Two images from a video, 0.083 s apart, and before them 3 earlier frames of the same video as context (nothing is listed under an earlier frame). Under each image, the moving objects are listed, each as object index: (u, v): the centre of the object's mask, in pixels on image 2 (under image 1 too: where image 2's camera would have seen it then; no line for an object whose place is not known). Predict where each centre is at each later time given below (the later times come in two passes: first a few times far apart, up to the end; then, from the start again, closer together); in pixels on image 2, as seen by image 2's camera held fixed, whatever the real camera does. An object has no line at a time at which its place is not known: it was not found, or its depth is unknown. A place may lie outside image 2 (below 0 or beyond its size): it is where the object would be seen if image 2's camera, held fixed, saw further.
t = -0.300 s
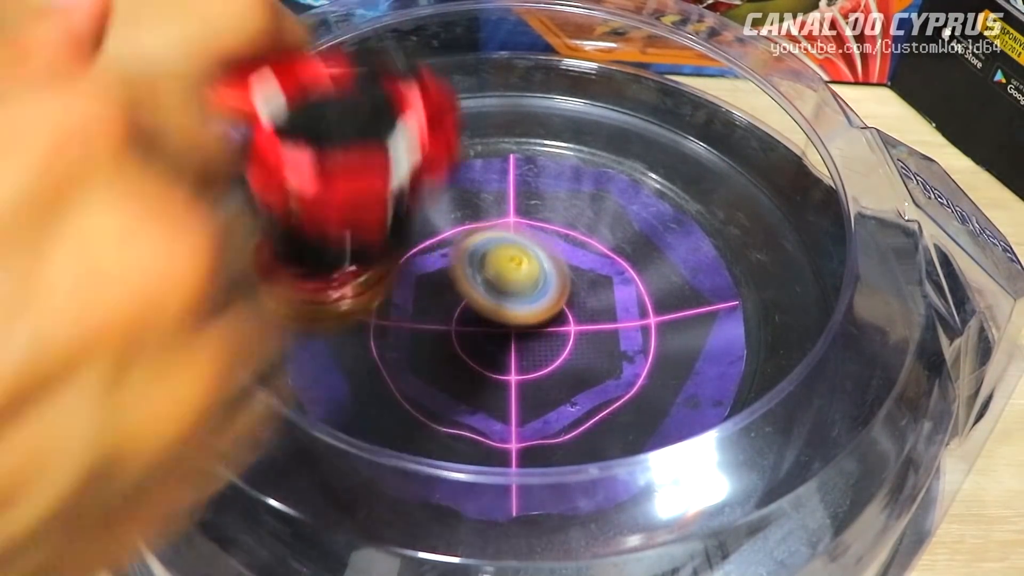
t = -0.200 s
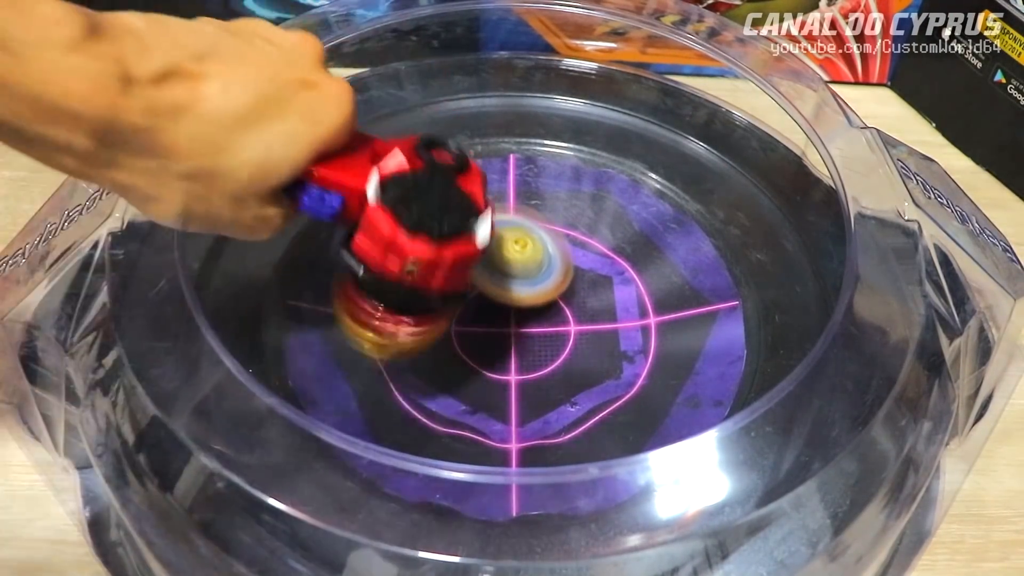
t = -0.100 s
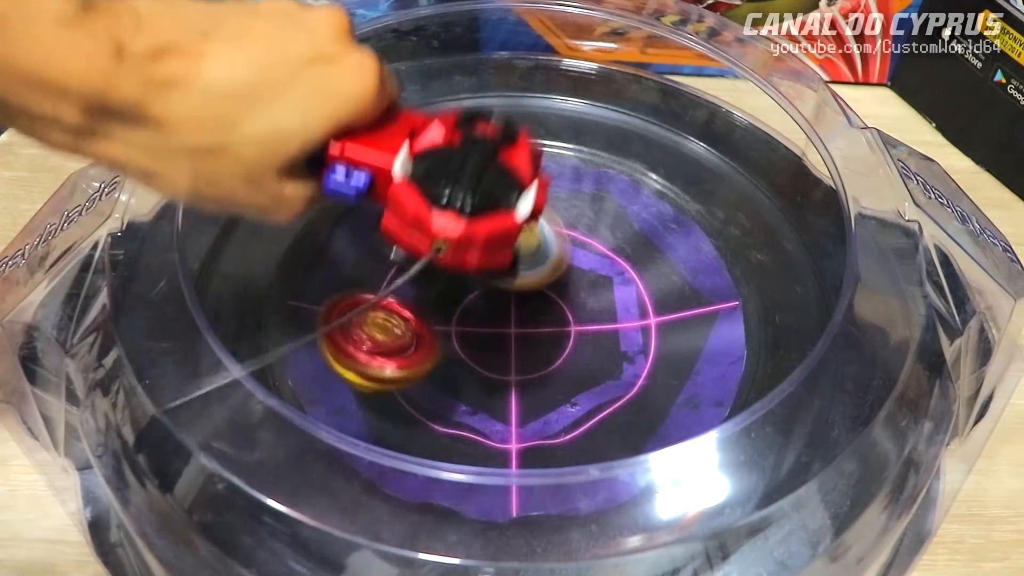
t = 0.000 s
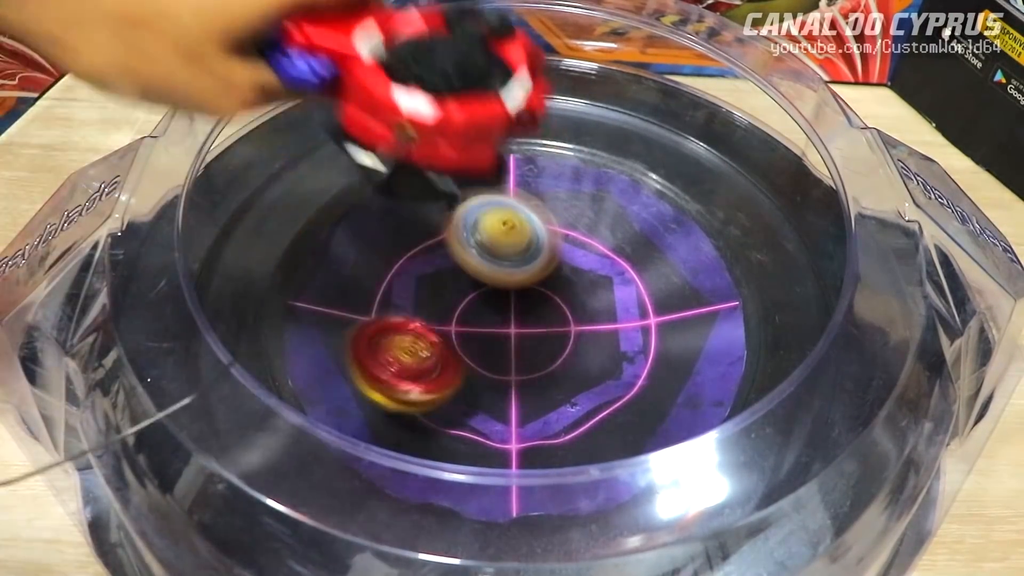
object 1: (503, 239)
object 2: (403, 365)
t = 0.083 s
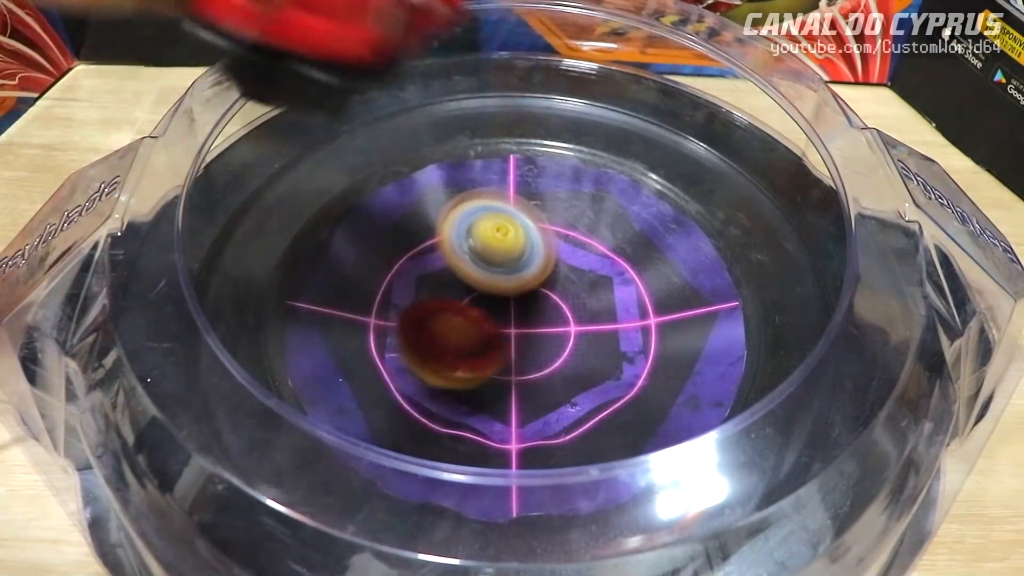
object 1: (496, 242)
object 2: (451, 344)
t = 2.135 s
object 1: (525, 305)
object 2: (648, 271)
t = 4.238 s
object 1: (522, 328)
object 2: (405, 361)
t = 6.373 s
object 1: (481, 307)
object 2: (614, 343)
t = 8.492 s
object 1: (488, 263)
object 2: (575, 345)
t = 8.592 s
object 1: (489, 266)
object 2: (593, 351)
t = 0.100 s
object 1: (496, 245)
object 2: (461, 340)
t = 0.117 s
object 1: (495, 245)
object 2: (472, 332)
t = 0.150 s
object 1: (499, 236)
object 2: (486, 322)
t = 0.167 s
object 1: (501, 235)
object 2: (493, 324)
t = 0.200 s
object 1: (506, 231)
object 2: (507, 340)
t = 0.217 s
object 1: (509, 231)
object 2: (514, 354)
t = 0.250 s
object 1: (513, 229)
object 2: (528, 362)
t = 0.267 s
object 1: (515, 228)
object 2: (535, 362)
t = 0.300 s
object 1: (519, 231)
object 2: (547, 352)
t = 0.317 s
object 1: (521, 232)
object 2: (553, 347)
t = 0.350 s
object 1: (524, 237)
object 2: (562, 334)
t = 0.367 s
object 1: (524, 237)
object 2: (565, 324)
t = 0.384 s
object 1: (524, 238)
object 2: (568, 319)
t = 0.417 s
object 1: (523, 226)
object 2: (585, 337)
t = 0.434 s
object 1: (520, 214)
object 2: (594, 342)
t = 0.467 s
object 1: (515, 198)
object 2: (609, 367)
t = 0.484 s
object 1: (512, 190)
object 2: (616, 386)
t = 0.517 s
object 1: (507, 180)
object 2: (624, 409)
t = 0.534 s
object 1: (504, 175)
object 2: (628, 410)
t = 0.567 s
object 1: (500, 170)
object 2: (630, 417)
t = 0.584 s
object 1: (498, 169)
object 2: (630, 418)
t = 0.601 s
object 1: (496, 168)
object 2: (631, 417)
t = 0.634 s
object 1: (493, 170)
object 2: (629, 416)
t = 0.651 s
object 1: (492, 173)
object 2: (628, 411)
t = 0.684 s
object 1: (490, 179)
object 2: (622, 407)
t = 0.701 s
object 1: (490, 184)
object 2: (617, 396)
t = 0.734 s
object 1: (489, 195)
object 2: (606, 380)
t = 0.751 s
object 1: (489, 202)
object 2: (599, 365)
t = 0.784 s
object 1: (490, 218)
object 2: (585, 342)
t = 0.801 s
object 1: (490, 228)
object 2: (577, 323)
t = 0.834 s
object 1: (488, 241)
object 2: (567, 307)
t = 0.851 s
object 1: (487, 230)
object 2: (576, 318)
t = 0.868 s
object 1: (484, 214)
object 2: (589, 337)
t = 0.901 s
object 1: (476, 194)
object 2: (612, 390)
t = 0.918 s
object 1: (472, 191)
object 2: (620, 409)
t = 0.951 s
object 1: (465, 195)
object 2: (633, 423)
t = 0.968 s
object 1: (463, 193)
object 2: (637, 430)
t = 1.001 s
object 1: (460, 188)
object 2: (642, 457)
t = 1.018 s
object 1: (459, 190)
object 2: (652, 512)
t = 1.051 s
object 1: (458, 194)
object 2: (707, 537)
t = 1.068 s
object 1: (458, 198)
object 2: (715, 538)
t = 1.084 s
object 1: (459, 202)
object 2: (726, 533)
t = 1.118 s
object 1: (462, 213)
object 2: (744, 519)
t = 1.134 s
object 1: (465, 220)
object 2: (748, 514)
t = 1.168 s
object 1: (473, 235)
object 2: (765, 475)
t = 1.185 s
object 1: (477, 243)
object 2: (761, 450)
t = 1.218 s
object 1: (488, 262)
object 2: (766, 424)
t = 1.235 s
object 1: (495, 272)
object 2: (769, 412)
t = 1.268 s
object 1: (508, 289)
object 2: (779, 390)
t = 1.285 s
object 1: (516, 298)
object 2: (784, 381)
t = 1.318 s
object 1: (530, 311)
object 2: (796, 366)
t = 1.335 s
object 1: (537, 316)
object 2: (801, 359)
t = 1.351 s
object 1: (544, 320)
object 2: (806, 355)
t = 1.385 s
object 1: (553, 326)
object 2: (816, 349)
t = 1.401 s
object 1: (557, 328)
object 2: (821, 347)
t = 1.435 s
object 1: (562, 329)
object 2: (829, 345)
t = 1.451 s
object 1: (563, 329)
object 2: (832, 345)
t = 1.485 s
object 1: (563, 327)
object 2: (836, 343)
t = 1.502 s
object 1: (562, 326)
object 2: (835, 339)
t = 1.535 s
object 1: (559, 323)
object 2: (832, 330)
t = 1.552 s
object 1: (556, 322)
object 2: (830, 327)
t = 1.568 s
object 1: (553, 320)
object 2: (830, 325)
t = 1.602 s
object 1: (545, 317)
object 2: (830, 323)
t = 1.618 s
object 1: (541, 316)
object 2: (830, 323)
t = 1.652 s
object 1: (532, 313)
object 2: (830, 323)
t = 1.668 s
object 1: (527, 312)
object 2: (831, 324)
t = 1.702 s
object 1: (518, 310)
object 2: (830, 325)
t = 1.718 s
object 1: (513, 308)
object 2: (829, 326)
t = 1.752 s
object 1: (505, 306)
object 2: (828, 327)
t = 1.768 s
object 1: (501, 305)
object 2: (826, 327)
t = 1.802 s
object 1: (494, 304)
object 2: (820, 327)
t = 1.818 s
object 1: (491, 304)
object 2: (817, 326)
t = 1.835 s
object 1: (489, 303)
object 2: (813, 325)
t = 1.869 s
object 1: (486, 303)
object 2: (804, 323)
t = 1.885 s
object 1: (485, 303)
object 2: (798, 321)
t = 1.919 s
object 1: (485, 304)
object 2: (784, 316)
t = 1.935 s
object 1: (486, 304)
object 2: (781, 315)
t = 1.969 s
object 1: (489, 304)
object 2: (774, 313)
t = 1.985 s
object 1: (491, 305)
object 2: (769, 311)
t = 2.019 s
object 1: (498, 306)
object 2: (751, 306)
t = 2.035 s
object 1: (502, 306)
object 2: (740, 303)
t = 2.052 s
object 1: (506, 307)
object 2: (727, 298)
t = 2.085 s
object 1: (514, 307)
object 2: (698, 288)
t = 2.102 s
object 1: (519, 306)
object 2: (682, 283)
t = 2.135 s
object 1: (525, 305)
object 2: (648, 271)
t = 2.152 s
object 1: (519, 305)
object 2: (644, 259)
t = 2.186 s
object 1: (486, 302)
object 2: (676, 232)
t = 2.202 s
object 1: (471, 300)
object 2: (692, 224)
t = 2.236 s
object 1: (442, 294)
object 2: (714, 210)
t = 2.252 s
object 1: (428, 291)
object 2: (721, 198)
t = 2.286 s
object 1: (408, 286)
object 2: (731, 186)
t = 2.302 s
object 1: (399, 285)
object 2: (739, 180)
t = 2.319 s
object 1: (392, 283)
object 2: (744, 176)
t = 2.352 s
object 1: (381, 281)
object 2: (760, 170)
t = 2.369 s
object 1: (378, 281)
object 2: (768, 166)
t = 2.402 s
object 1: (375, 281)
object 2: (772, 158)
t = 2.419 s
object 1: (376, 281)
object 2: (771, 155)
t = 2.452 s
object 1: (380, 285)
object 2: (761, 159)
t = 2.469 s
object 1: (385, 287)
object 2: (752, 160)
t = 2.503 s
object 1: (397, 293)
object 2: (736, 160)
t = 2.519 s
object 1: (406, 297)
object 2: (730, 159)
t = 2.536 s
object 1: (414, 301)
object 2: (724, 160)
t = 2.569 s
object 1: (438, 309)
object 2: (716, 161)
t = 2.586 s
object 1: (451, 313)
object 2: (714, 161)
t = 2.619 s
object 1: (481, 321)
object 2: (712, 162)
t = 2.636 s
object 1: (495, 322)
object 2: (711, 163)
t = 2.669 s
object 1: (529, 322)
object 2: (712, 164)
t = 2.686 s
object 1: (545, 321)
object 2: (712, 165)
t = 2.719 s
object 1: (573, 317)
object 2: (713, 166)
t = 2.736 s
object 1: (587, 313)
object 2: (713, 168)
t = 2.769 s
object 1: (609, 303)
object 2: (715, 171)
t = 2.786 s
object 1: (617, 297)
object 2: (716, 172)
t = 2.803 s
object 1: (625, 292)
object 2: (716, 174)
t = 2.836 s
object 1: (636, 281)
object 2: (716, 178)
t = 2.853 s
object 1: (640, 277)
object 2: (714, 180)
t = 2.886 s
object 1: (644, 269)
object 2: (706, 186)
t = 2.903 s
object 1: (639, 268)
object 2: (704, 185)
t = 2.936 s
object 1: (619, 274)
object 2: (708, 174)
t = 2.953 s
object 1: (608, 279)
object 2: (708, 171)
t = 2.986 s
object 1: (583, 286)
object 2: (712, 166)
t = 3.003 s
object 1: (570, 292)
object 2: (714, 165)
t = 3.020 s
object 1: (556, 296)
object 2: (716, 164)
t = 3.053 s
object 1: (528, 304)
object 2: (720, 164)
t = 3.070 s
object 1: (516, 307)
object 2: (721, 164)
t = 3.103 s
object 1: (489, 311)
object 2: (725, 165)
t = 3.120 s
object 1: (478, 313)
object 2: (727, 165)
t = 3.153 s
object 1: (457, 311)
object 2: (730, 166)
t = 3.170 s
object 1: (447, 311)
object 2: (732, 167)
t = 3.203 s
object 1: (431, 309)
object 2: (735, 170)
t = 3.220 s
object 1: (424, 308)
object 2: (737, 170)
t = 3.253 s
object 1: (415, 306)
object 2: (739, 173)
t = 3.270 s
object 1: (412, 305)
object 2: (741, 175)
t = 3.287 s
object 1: (410, 305)
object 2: (742, 177)
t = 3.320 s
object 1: (411, 305)
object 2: (743, 181)
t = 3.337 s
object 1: (413, 304)
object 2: (743, 182)
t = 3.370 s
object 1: (421, 305)
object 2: (743, 187)
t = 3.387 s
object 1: (427, 306)
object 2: (743, 189)
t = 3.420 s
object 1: (441, 308)
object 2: (742, 193)
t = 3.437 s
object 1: (449, 309)
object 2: (741, 196)
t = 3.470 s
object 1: (470, 312)
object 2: (739, 201)
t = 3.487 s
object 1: (479, 314)
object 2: (737, 203)
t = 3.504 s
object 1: (490, 315)
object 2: (734, 205)
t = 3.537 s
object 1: (514, 316)
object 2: (721, 212)
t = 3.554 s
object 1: (526, 315)
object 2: (711, 214)
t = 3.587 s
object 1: (548, 315)
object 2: (690, 220)
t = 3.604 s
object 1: (558, 314)
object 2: (677, 222)
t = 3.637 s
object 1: (579, 309)
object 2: (647, 225)
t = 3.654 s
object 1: (579, 309)
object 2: (640, 219)
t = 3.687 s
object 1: (573, 313)
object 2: (634, 205)
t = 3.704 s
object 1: (568, 315)
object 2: (628, 198)
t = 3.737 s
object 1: (558, 319)
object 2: (612, 188)
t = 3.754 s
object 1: (552, 321)
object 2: (602, 184)
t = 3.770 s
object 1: (547, 322)
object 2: (591, 181)
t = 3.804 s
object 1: (534, 324)
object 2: (566, 177)
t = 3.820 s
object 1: (527, 325)
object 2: (552, 177)
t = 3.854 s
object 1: (513, 325)
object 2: (521, 181)
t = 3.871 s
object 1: (507, 325)
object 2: (505, 185)
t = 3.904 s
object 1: (495, 323)
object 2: (476, 198)
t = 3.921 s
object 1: (489, 322)
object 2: (462, 207)
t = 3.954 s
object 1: (480, 321)
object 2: (435, 225)
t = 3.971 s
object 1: (478, 325)
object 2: (421, 225)
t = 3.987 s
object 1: (476, 330)
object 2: (408, 226)
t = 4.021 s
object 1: (475, 336)
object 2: (385, 230)
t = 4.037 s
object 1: (475, 338)
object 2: (375, 233)
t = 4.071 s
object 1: (477, 340)
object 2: (361, 246)
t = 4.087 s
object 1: (479, 340)
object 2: (357, 254)
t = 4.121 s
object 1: (484, 340)
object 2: (353, 275)
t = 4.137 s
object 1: (487, 340)
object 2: (355, 287)
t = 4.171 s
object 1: (495, 337)
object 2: (366, 312)
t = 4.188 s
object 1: (501, 335)
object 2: (375, 325)
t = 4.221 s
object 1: (514, 331)
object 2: (397, 350)
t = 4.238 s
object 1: (522, 328)
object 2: (405, 361)
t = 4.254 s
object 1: (531, 325)
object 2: (417, 370)
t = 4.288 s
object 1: (549, 320)
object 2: (448, 385)
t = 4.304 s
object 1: (557, 317)
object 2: (466, 390)
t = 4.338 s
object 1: (575, 308)
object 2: (506, 395)
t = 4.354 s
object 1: (580, 305)
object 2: (526, 394)
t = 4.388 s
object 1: (591, 294)
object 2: (564, 386)
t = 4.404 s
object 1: (594, 288)
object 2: (580, 379)
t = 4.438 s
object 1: (595, 278)
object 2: (610, 361)
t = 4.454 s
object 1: (595, 274)
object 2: (625, 356)
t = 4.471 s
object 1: (593, 271)
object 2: (637, 350)
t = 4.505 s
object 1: (590, 265)
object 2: (657, 332)
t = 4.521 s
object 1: (588, 263)
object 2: (664, 322)
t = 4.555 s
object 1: (584, 255)
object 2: (681, 309)
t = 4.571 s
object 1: (581, 252)
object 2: (689, 308)
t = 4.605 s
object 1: (572, 245)
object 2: (696, 299)
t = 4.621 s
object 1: (567, 243)
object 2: (699, 294)
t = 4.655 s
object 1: (557, 242)
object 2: (699, 284)
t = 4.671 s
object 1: (551, 242)
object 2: (697, 278)
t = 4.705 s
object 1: (541, 244)
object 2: (688, 264)
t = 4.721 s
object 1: (536, 246)
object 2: (683, 257)
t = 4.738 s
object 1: (531, 249)
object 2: (676, 250)
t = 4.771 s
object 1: (522, 256)
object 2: (656, 238)
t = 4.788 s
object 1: (518, 260)
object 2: (645, 233)
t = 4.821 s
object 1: (510, 269)
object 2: (618, 226)
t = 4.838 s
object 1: (501, 276)
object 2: (612, 220)
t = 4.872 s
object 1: (480, 289)
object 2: (608, 212)
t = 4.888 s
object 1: (471, 295)
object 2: (604, 207)
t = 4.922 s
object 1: (458, 308)
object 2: (595, 204)
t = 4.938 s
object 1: (453, 314)
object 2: (589, 205)
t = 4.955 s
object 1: (450, 319)
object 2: (582, 206)
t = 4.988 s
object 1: (447, 328)
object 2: (568, 212)
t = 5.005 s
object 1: (448, 331)
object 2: (561, 215)
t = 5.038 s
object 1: (453, 336)
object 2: (544, 225)
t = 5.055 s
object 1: (458, 337)
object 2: (535, 231)
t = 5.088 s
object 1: (468, 340)
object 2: (519, 243)
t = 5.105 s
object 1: (472, 341)
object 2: (512, 248)
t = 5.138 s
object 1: (470, 352)
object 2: (513, 252)
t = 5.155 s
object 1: (469, 358)
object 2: (516, 253)
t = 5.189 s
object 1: (470, 366)
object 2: (522, 257)
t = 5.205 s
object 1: (473, 369)
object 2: (524, 260)
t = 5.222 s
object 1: (476, 371)
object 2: (526, 264)
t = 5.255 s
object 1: (482, 372)
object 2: (529, 274)
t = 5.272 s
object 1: (485, 372)
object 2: (531, 278)
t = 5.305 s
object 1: (486, 375)
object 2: (539, 285)
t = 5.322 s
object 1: (482, 379)
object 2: (547, 286)
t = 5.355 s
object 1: (476, 385)
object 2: (563, 284)
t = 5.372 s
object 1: (474, 386)
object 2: (571, 283)
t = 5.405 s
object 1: (472, 384)
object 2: (582, 281)
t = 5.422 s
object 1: (472, 382)
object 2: (587, 279)
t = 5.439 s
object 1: (472, 380)
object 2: (590, 277)
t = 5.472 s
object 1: (474, 373)
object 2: (594, 273)
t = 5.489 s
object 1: (475, 369)
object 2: (594, 270)
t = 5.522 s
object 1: (476, 360)
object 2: (591, 267)
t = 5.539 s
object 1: (477, 354)
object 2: (588, 266)
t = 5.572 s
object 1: (477, 343)
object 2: (578, 265)
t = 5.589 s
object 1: (477, 337)
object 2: (572, 265)
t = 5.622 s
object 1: (472, 328)
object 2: (565, 265)
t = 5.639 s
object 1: (464, 326)
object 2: (568, 261)
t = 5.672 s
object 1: (447, 320)
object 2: (574, 257)
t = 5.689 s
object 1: (440, 316)
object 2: (574, 256)
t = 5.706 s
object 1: (436, 311)
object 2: (572, 256)
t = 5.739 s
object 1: (431, 304)
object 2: (567, 259)
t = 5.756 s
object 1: (431, 300)
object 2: (563, 261)
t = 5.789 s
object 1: (432, 292)
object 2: (555, 267)
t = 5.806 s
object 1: (433, 288)
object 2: (550, 272)
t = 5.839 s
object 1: (434, 281)
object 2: (547, 280)
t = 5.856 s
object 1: (433, 277)
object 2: (547, 286)
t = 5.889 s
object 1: (435, 271)
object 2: (548, 296)
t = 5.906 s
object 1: (437, 269)
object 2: (548, 302)
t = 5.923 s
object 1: (441, 268)
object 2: (550, 307)
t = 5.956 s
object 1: (448, 266)
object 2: (551, 317)
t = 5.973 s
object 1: (451, 266)
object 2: (553, 321)
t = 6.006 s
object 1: (460, 267)
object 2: (557, 328)
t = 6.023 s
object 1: (464, 269)
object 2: (560, 331)
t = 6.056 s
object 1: (471, 273)
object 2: (566, 335)
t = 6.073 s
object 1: (474, 276)
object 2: (569, 336)
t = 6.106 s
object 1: (479, 282)
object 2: (573, 337)
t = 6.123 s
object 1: (479, 283)
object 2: (579, 340)
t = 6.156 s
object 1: (476, 282)
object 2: (597, 348)
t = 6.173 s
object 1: (475, 282)
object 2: (602, 351)
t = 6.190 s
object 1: (474, 282)
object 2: (608, 352)
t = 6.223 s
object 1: (474, 284)
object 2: (616, 354)
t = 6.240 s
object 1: (473, 285)
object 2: (620, 353)
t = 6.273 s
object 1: (474, 289)
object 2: (624, 352)
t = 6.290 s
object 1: (475, 292)
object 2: (623, 351)
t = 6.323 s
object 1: (476, 298)
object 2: (622, 348)
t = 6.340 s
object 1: (478, 300)
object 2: (620, 347)
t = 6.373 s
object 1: (481, 307)
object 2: (614, 343)
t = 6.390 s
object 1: (483, 309)
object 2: (611, 341)
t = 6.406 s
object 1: (485, 311)
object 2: (605, 339)
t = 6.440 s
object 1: (482, 312)
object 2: (610, 339)
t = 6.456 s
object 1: (480, 312)
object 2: (613, 339)
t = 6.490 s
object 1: (477, 310)
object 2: (617, 337)
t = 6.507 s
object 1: (476, 309)
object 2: (616, 335)
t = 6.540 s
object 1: (475, 307)
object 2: (613, 331)
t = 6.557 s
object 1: (475, 306)
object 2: (611, 330)
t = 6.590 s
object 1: (474, 305)
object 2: (604, 325)
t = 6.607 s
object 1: (475, 304)
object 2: (599, 324)
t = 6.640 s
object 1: (467, 300)
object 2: (604, 323)
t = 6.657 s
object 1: (456, 294)
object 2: (616, 326)
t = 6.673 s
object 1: (447, 288)
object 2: (626, 327)
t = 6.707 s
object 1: (435, 276)
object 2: (640, 328)
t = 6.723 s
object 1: (432, 271)
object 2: (645, 328)
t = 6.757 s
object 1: (430, 262)
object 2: (652, 327)
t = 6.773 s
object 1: (430, 259)
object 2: (653, 326)
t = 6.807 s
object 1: (432, 254)
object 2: (653, 323)
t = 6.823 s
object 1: (434, 252)
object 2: (651, 321)
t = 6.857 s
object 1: (440, 251)
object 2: (644, 318)
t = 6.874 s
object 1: (444, 251)
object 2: (639, 315)
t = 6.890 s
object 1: (447, 252)
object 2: (632, 314)
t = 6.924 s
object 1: (453, 256)
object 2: (618, 311)
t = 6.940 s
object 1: (457, 259)
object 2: (609, 309)
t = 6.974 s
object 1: (464, 267)
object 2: (591, 306)
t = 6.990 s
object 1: (467, 271)
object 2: (580, 305)
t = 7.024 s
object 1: (463, 270)
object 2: (577, 312)
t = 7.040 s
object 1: (460, 270)
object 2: (577, 317)
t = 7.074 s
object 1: (458, 270)
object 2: (571, 324)
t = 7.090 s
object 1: (458, 271)
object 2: (565, 327)
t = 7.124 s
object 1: (458, 274)
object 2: (552, 330)
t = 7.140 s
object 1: (457, 272)
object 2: (550, 337)
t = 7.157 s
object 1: (455, 267)
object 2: (551, 349)
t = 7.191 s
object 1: (453, 260)
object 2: (551, 364)
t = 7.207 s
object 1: (455, 258)
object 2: (551, 369)
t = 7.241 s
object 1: (459, 256)
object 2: (548, 377)
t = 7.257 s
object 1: (461, 256)
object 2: (546, 382)
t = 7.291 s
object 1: (464, 256)
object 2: (541, 389)
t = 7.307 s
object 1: (466, 257)
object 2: (538, 391)
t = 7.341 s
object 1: (468, 259)
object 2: (532, 396)
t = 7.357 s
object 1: (468, 260)
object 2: (529, 397)
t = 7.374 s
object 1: (469, 261)
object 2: (526, 398)
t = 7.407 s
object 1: (469, 265)
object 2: (518, 398)
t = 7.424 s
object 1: (469, 267)
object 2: (513, 397)
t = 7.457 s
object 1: (468, 270)
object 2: (506, 394)
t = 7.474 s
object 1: (468, 272)
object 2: (502, 391)
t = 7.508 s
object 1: (467, 278)
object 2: (494, 384)
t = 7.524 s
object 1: (466, 280)
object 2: (491, 381)
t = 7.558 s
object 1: (464, 284)
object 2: (485, 373)
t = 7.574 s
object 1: (464, 283)
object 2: (482, 373)
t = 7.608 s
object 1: (464, 281)
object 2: (478, 378)
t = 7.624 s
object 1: (464, 281)
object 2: (475, 380)
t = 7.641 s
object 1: (465, 281)
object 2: (475, 381)
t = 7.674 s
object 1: (464, 283)
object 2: (474, 381)
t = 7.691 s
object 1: (464, 284)
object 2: (473, 380)
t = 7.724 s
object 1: (463, 286)
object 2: (475, 377)
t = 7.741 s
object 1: (462, 287)
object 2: (475, 375)
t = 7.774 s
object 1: (463, 286)
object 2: (476, 375)
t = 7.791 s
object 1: (463, 286)
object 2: (477, 375)
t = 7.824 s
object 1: (465, 286)
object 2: (477, 375)
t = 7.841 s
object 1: (467, 286)
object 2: (479, 374)
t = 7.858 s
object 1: (467, 285)
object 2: (480, 373)
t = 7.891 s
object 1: (470, 284)
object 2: (483, 376)
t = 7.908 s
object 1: (472, 283)
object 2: (484, 376)
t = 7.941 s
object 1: (474, 282)
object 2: (488, 377)
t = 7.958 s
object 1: (476, 282)
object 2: (490, 377)
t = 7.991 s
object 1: (478, 282)
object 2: (495, 374)
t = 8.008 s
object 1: (479, 282)
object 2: (498, 372)
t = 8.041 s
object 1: (482, 281)
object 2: (502, 368)
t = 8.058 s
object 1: (483, 279)
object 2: (505, 371)
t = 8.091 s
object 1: (486, 276)
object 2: (514, 376)
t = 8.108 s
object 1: (487, 274)
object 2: (517, 377)
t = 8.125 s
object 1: (488, 273)
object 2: (521, 378)
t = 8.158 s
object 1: (489, 271)
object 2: (530, 379)
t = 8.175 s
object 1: (490, 271)
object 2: (532, 377)
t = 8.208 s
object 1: (490, 271)
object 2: (537, 373)
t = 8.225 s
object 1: (490, 271)
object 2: (539, 369)
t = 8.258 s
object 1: (490, 272)
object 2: (541, 361)
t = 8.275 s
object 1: (490, 272)
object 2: (544, 357)
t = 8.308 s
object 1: (489, 271)
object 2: (546, 349)
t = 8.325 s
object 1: (489, 270)
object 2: (548, 348)
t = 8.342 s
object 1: (488, 269)
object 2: (552, 348)
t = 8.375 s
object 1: (489, 267)
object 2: (556, 345)
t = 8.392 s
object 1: (489, 267)
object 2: (558, 343)
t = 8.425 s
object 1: (490, 267)
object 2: (561, 338)
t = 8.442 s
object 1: (490, 267)
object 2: (561, 337)
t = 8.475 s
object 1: (489, 264)
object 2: (570, 343)
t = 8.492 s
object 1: (488, 263)
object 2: (575, 345)
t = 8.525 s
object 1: (487, 262)
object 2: (582, 349)
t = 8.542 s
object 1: (487, 262)
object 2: (585, 349)
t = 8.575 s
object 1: (488, 264)
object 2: (592, 351)
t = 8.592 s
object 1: (489, 266)
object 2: (593, 351)
